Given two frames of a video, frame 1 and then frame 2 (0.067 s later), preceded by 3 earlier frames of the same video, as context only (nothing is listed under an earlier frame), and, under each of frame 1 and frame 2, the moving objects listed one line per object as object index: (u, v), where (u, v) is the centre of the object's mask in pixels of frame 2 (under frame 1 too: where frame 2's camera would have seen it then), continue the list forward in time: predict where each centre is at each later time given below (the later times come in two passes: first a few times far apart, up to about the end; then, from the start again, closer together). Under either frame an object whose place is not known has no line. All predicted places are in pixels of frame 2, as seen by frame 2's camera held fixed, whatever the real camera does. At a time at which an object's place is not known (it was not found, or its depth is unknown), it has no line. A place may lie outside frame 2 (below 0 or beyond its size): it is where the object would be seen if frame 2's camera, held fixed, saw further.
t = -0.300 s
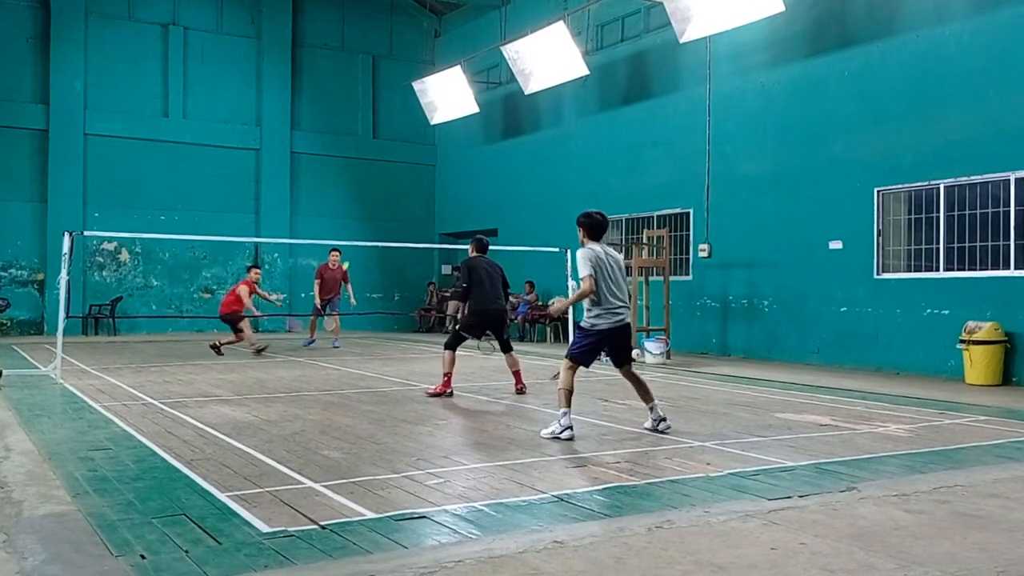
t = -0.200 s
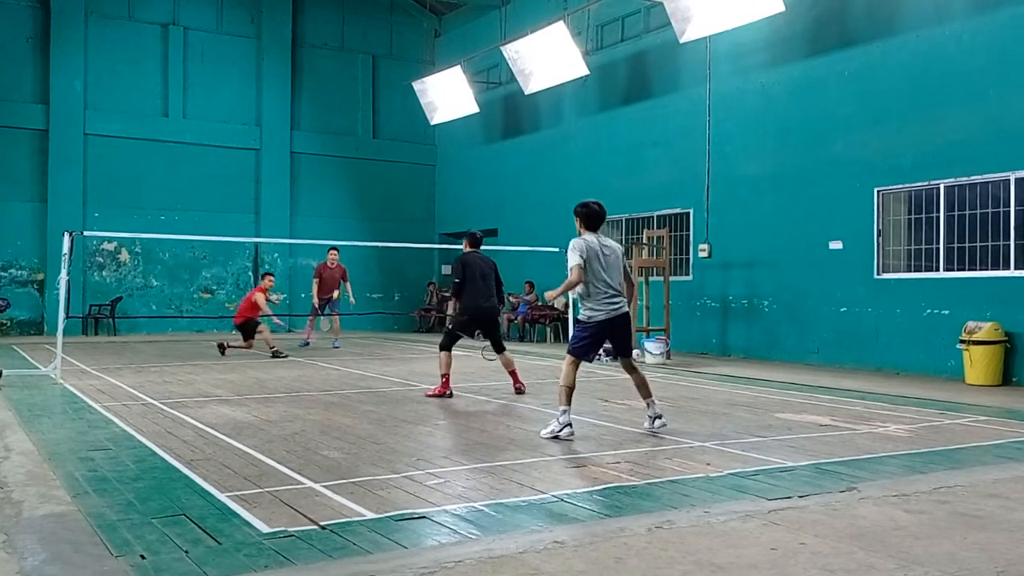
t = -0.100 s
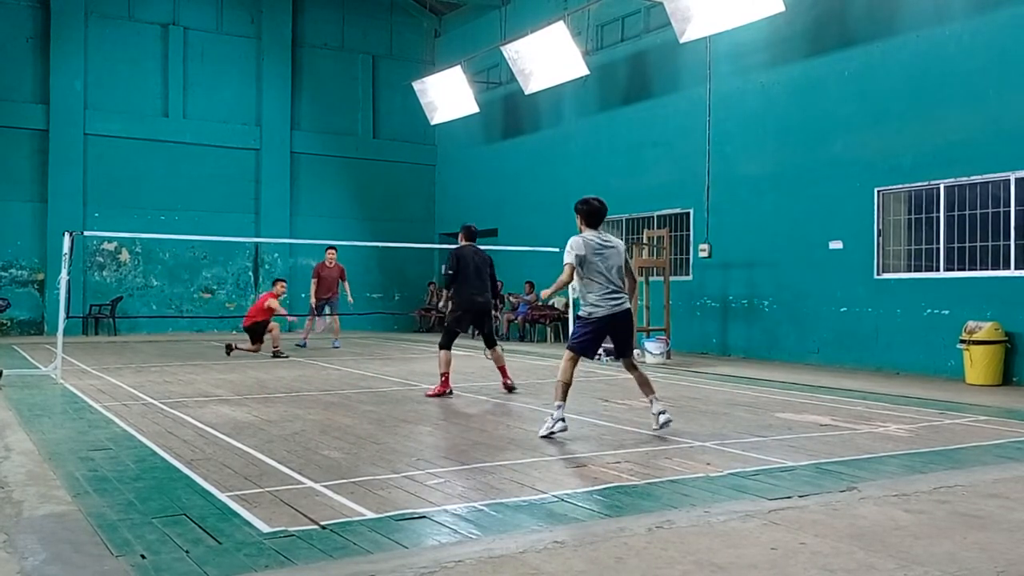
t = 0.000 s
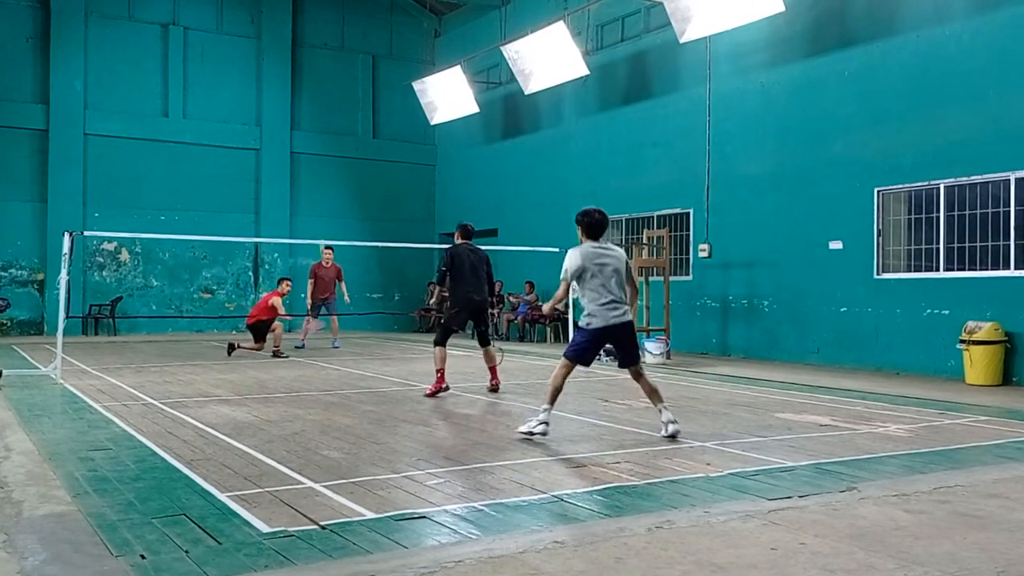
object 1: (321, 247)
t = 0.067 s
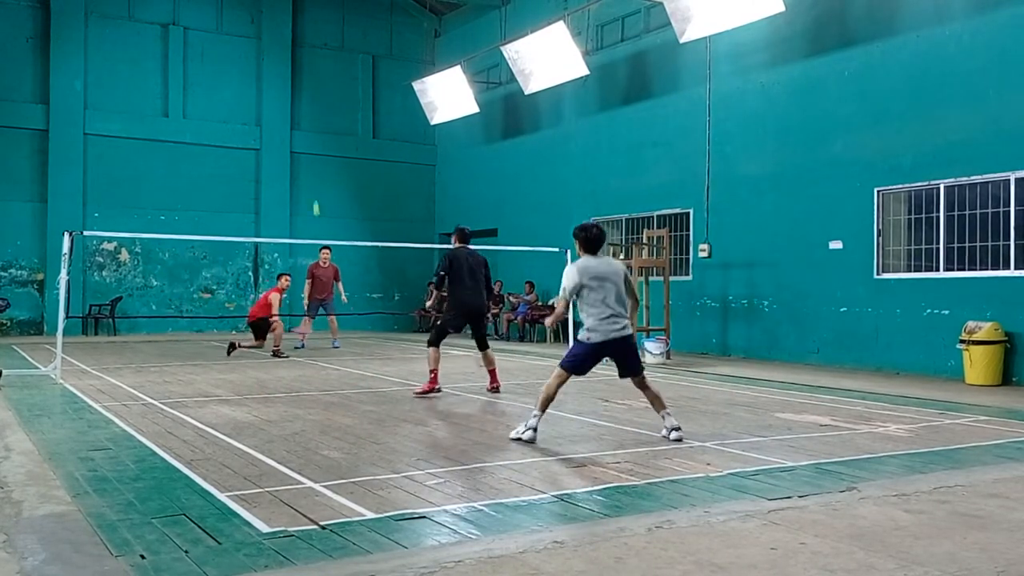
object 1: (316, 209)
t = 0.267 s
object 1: (305, 125)
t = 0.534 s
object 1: (289, 76)
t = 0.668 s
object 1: (280, 79)
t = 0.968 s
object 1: (257, 163)
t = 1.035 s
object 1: (253, 195)
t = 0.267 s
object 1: (305, 125)
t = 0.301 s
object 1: (303, 115)
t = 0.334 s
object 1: (301, 106)
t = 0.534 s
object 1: (289, 76)
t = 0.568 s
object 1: (287, 75)
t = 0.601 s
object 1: (285, 75)
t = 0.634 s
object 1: (282, 76)
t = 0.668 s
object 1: (280, 79)
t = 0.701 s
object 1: (278, 83)
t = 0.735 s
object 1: (275, 88)
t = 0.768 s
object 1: (273, 94)
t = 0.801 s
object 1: (270, 102)
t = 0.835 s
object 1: (267, 111)
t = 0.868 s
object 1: (265, 122)
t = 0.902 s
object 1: (262, 134)
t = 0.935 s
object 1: (259, 147)
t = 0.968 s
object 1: (257, 163)
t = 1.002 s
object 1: (255, 178)
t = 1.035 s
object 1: (253, 195)
